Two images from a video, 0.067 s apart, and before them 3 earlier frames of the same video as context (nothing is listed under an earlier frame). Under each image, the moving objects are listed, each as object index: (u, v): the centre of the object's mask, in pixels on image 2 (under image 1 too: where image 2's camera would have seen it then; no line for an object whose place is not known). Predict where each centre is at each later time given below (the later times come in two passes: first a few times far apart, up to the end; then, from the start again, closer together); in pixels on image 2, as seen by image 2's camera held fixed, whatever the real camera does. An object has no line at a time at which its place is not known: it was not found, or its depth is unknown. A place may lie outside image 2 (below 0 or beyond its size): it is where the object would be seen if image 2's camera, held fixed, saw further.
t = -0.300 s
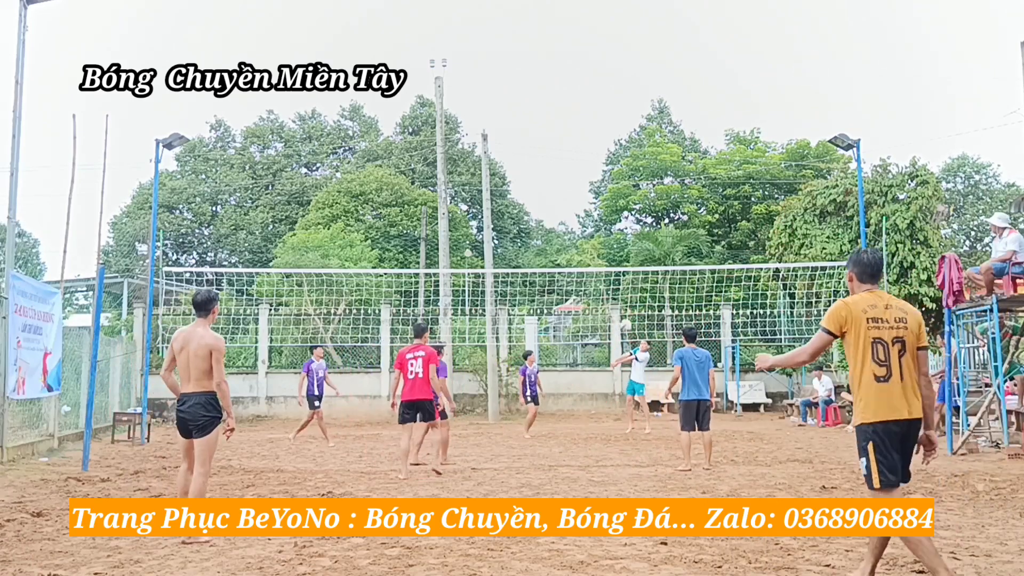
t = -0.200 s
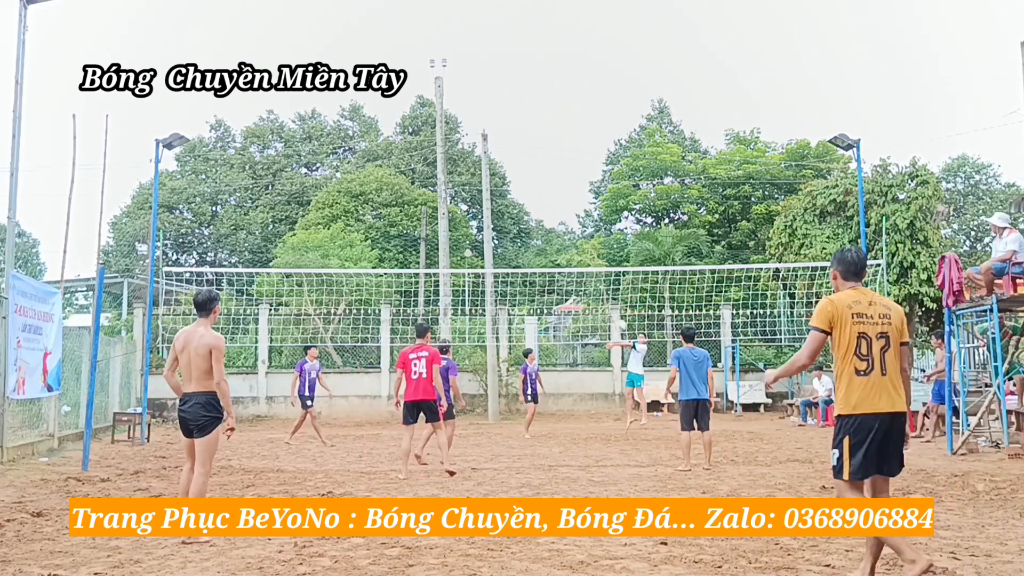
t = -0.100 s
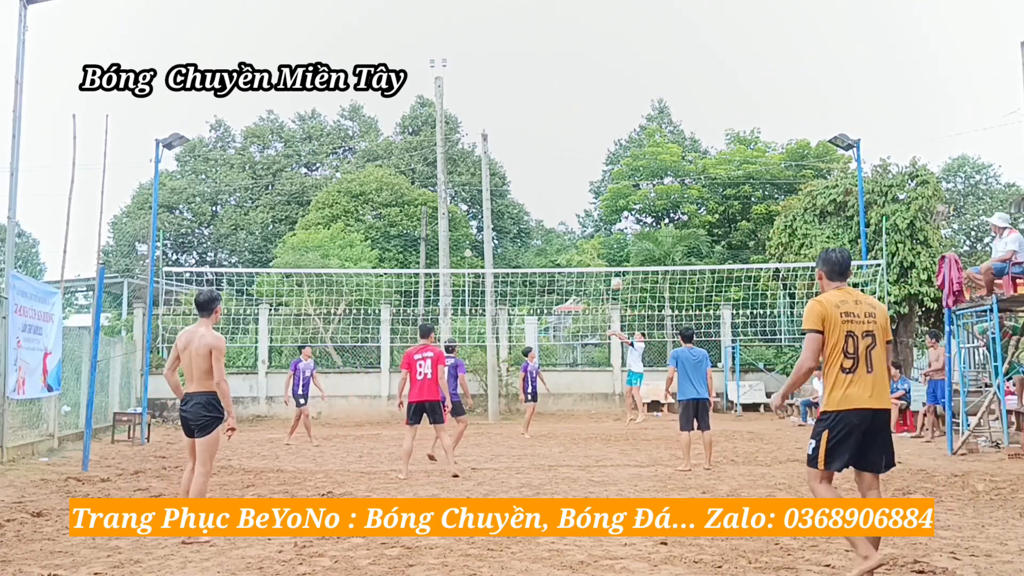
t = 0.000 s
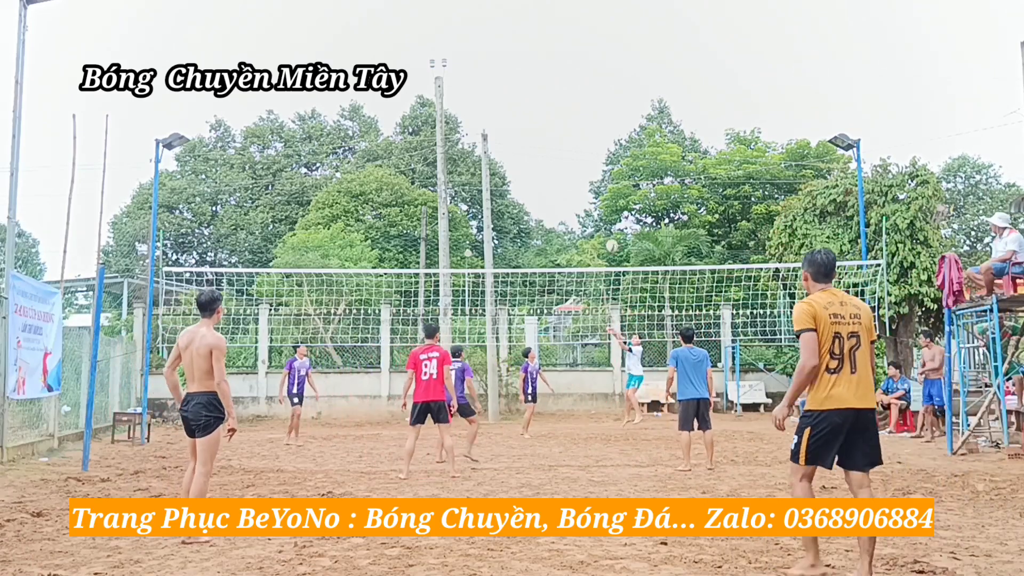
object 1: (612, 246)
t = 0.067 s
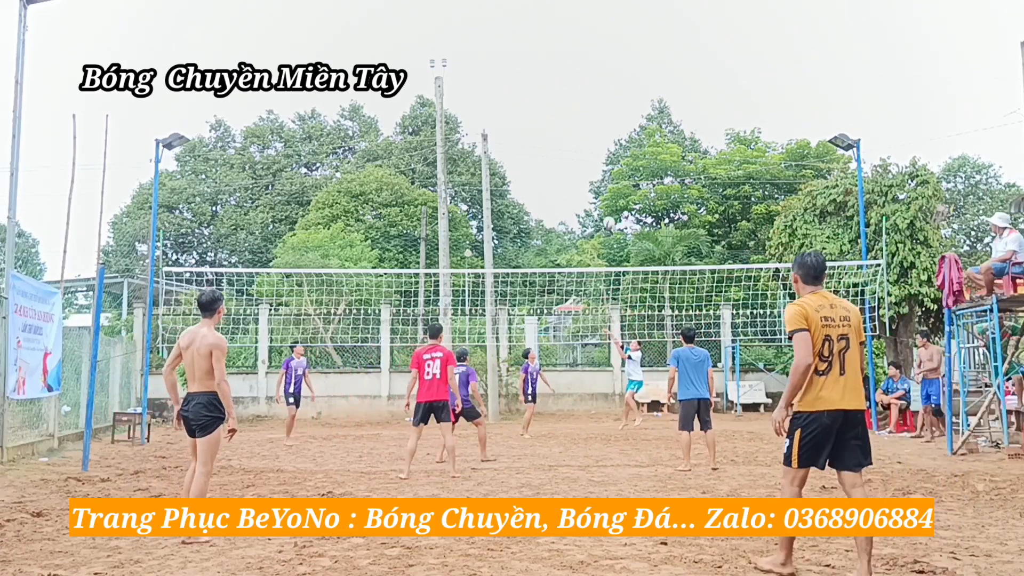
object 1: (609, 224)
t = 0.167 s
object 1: (605, 193)
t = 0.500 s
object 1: (591, 125)
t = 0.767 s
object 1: (578, 111)
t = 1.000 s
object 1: (569, 133)
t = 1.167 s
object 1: (559, 171)
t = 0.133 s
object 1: (606, 202)
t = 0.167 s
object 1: (605, 193)
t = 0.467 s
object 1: (592, 129)
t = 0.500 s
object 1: (591, 125)
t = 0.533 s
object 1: (589, 121)
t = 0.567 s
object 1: (587, 118)
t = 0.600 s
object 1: (586, 115)
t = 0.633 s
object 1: (584, 114)
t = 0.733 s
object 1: (579, 110)
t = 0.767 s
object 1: (578, 111)
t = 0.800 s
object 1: (577, 112)
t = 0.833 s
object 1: (576, 113)
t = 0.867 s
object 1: (575, 116)
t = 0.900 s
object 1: (573, 119)
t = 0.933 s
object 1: (571, 123)
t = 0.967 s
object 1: (570, 128)
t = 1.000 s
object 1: (569, 133)
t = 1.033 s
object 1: (566, 139)
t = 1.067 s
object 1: (564, 146)
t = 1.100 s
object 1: (562, 153)
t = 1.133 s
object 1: (560, 161)
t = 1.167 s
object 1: (559, 171)
